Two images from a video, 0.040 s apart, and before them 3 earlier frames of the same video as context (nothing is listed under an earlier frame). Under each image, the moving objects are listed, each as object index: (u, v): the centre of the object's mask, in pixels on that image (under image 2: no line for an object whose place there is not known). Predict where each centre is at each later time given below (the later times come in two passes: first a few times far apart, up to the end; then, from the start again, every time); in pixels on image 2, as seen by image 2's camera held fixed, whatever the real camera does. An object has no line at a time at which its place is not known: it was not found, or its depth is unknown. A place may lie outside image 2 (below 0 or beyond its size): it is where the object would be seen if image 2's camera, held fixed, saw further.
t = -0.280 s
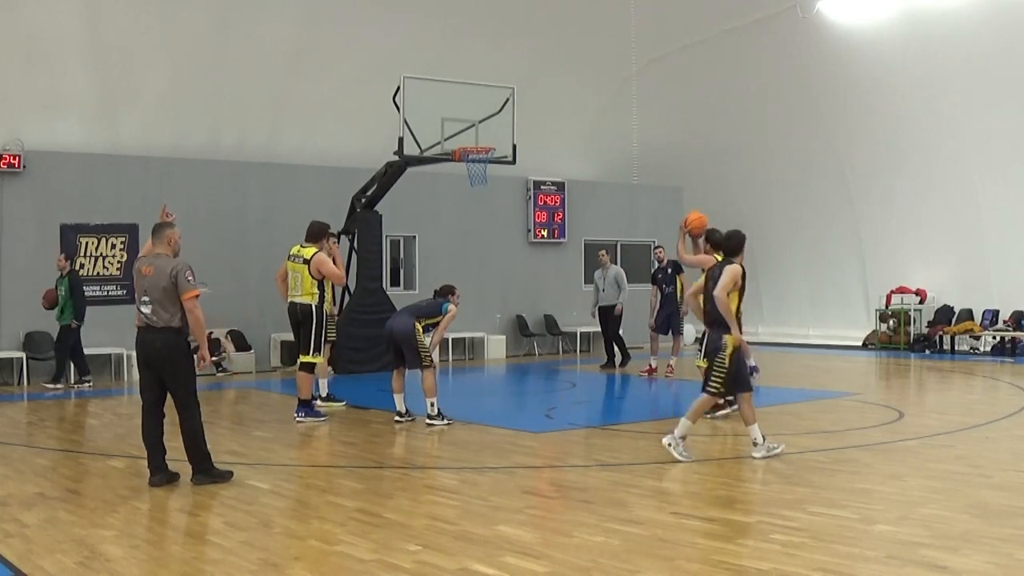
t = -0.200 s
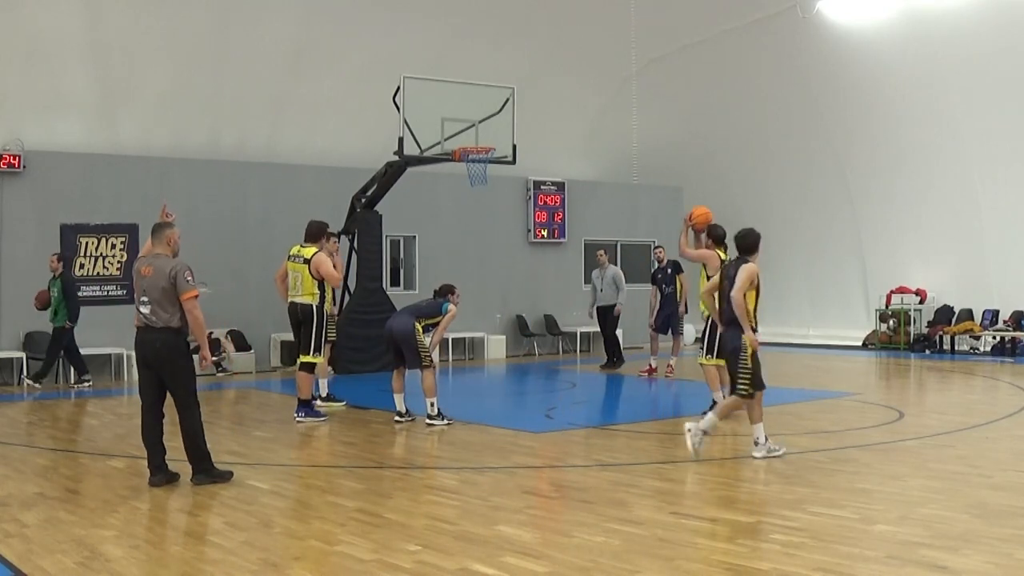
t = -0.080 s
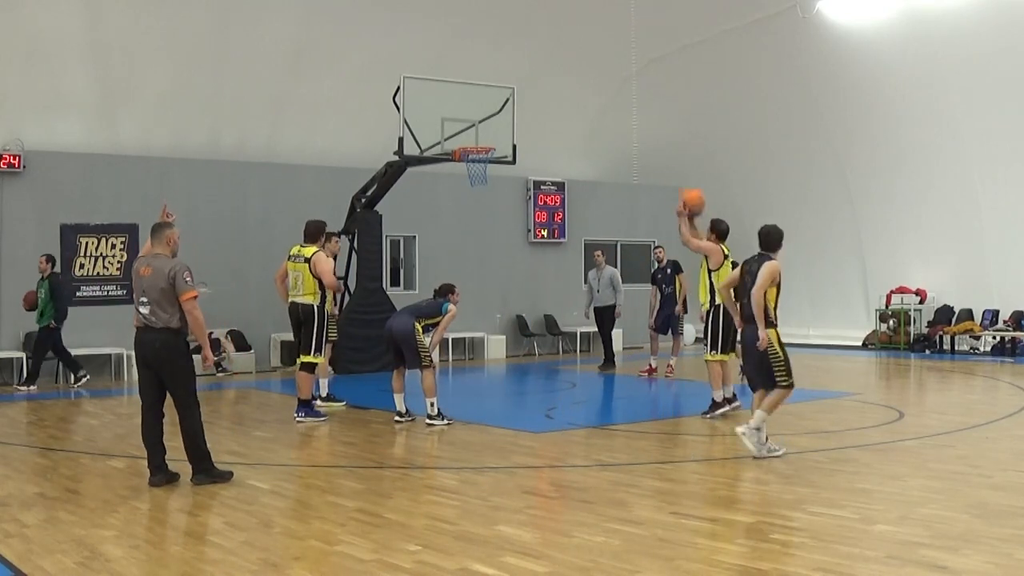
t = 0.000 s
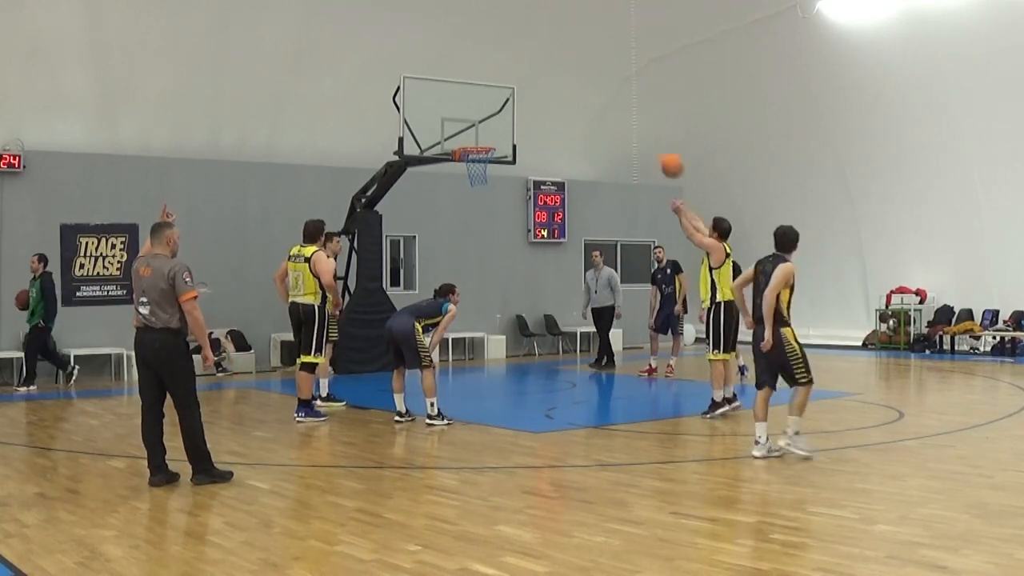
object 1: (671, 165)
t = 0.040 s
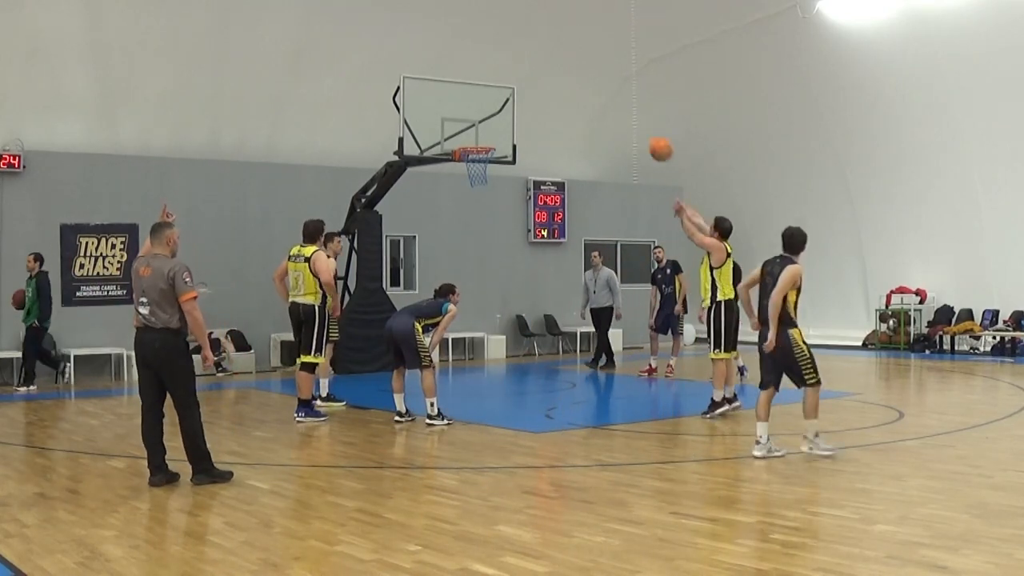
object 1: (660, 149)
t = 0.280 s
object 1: (599, 86)
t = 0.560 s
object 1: (538, 80)
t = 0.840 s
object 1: (485, 135)
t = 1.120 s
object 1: (473, 170)
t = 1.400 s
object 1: (482, 228)
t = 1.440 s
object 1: (484, 241)
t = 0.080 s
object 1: (649, 133)
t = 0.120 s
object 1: (638, 120)
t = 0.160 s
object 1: (628, 111)
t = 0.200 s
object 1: (619, 100)
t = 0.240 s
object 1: (609, 94)
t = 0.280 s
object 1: (599, 86)
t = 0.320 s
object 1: (589, 81)
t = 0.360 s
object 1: (580, 78)
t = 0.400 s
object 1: (571, 75)
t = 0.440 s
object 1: (563, 75)
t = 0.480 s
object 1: (554, 75)
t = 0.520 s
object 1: (546, 78)
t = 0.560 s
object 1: (538, 80)
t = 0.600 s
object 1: (530, 85)
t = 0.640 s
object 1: (522, 90)
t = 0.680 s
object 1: (514, 97)
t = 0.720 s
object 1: (507, 104)
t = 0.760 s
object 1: (500, 113)
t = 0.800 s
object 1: (493, 124)
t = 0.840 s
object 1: (485, 135)
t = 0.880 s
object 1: (479, 142)
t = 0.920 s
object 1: (472, 158)
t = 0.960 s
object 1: (469, 162)
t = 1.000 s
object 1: (470, 162)
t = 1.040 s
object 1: (471, 164)
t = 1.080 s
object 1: (472, 166)
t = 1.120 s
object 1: (473, 170)
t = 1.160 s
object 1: (475, 175)
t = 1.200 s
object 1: (476, 182)
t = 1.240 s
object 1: (477, 188)
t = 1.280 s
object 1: (478, 196)
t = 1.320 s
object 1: (480, 206)
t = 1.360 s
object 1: (481, 216)
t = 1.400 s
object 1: (482, 228)
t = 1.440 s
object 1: (484, 241)
